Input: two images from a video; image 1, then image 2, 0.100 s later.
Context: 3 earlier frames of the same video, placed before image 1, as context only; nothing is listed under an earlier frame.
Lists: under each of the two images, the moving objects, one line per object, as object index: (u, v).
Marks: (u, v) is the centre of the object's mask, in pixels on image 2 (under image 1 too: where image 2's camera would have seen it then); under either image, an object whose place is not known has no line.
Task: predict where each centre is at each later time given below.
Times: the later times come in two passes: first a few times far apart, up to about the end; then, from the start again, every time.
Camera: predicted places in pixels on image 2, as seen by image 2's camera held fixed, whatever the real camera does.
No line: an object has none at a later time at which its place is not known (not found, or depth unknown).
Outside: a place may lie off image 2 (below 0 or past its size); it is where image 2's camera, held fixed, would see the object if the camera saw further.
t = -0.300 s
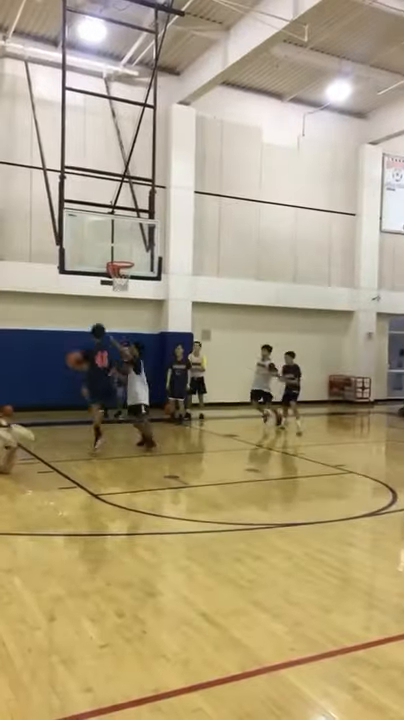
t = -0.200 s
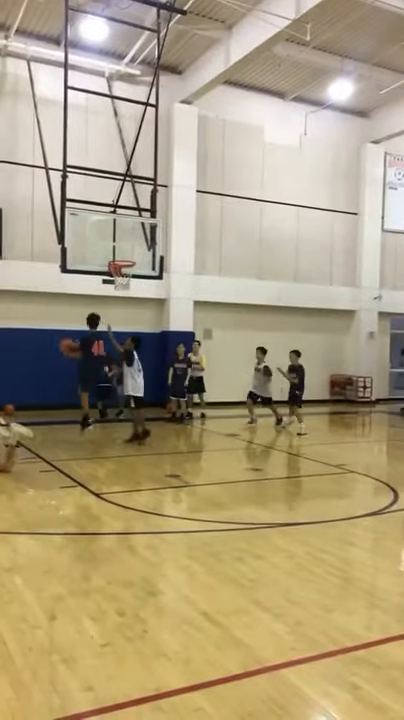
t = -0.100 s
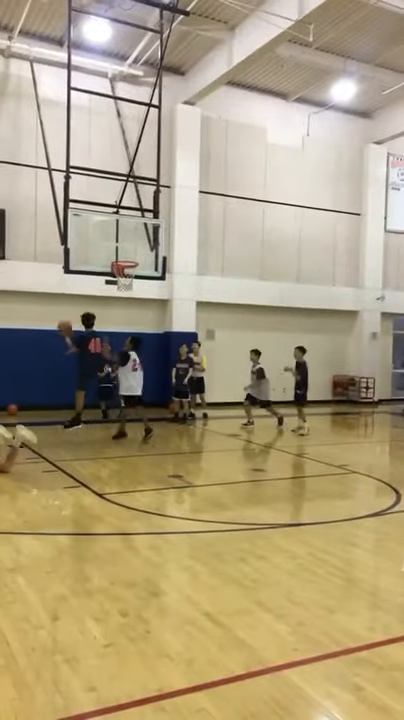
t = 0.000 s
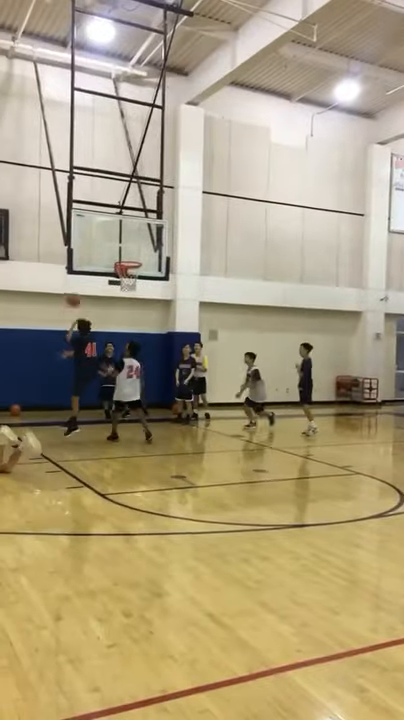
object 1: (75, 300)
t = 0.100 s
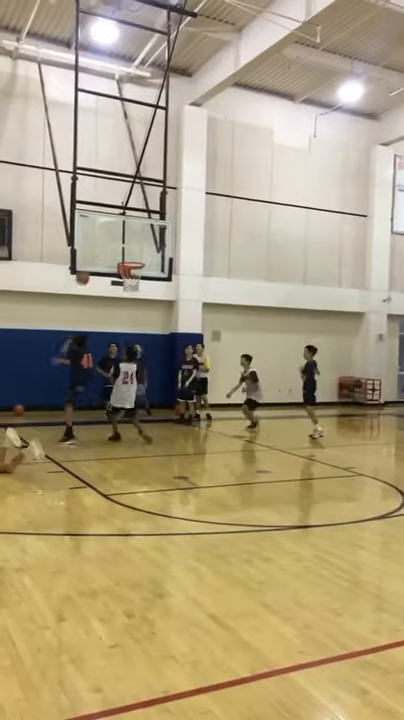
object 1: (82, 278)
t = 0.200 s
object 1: (88, 262)
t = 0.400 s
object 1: (100, 246)
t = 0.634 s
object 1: (118, 251)
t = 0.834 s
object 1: (134, 281)
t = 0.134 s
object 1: (84, 272)
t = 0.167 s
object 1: (86, 266)
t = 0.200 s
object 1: (88, 262)
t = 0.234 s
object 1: (90, 258)
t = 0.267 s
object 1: (92, 254)
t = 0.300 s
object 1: (93, 252)
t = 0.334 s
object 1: (95, 250)
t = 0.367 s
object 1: (97, 247)
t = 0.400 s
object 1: (100, 246)
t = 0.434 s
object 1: (103, 245)
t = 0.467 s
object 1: (106, 244)
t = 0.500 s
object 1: (108, 244)
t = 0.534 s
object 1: (111, 245)
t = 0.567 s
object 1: (113, 247)
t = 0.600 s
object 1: (116, 248)
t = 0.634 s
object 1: (118, 251)
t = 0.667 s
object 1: (122, 254)
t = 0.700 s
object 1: (124, 257)
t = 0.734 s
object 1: (127, 260)
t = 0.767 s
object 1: (129, 269)
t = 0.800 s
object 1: (133, 274)
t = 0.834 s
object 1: (134, 281)
